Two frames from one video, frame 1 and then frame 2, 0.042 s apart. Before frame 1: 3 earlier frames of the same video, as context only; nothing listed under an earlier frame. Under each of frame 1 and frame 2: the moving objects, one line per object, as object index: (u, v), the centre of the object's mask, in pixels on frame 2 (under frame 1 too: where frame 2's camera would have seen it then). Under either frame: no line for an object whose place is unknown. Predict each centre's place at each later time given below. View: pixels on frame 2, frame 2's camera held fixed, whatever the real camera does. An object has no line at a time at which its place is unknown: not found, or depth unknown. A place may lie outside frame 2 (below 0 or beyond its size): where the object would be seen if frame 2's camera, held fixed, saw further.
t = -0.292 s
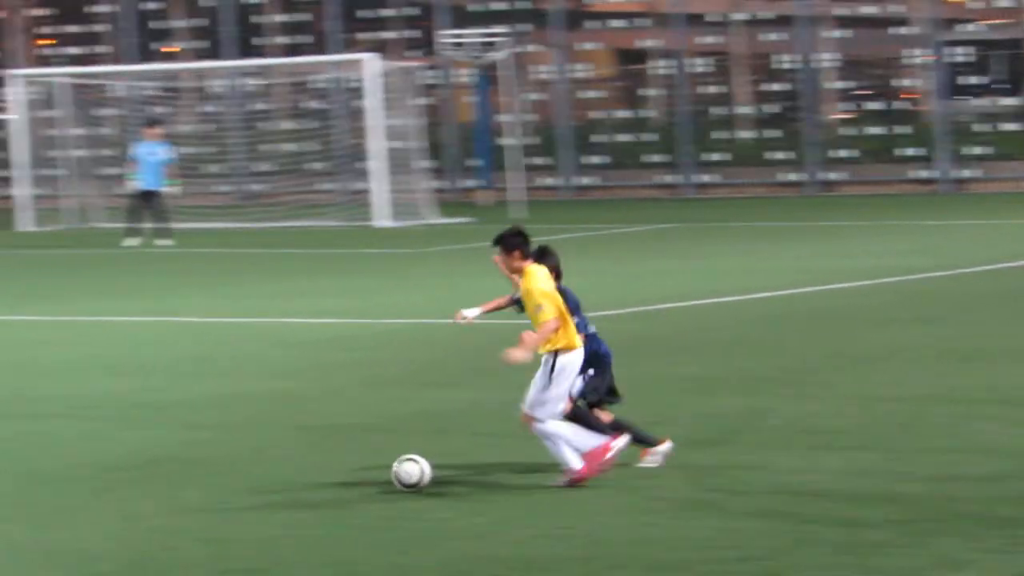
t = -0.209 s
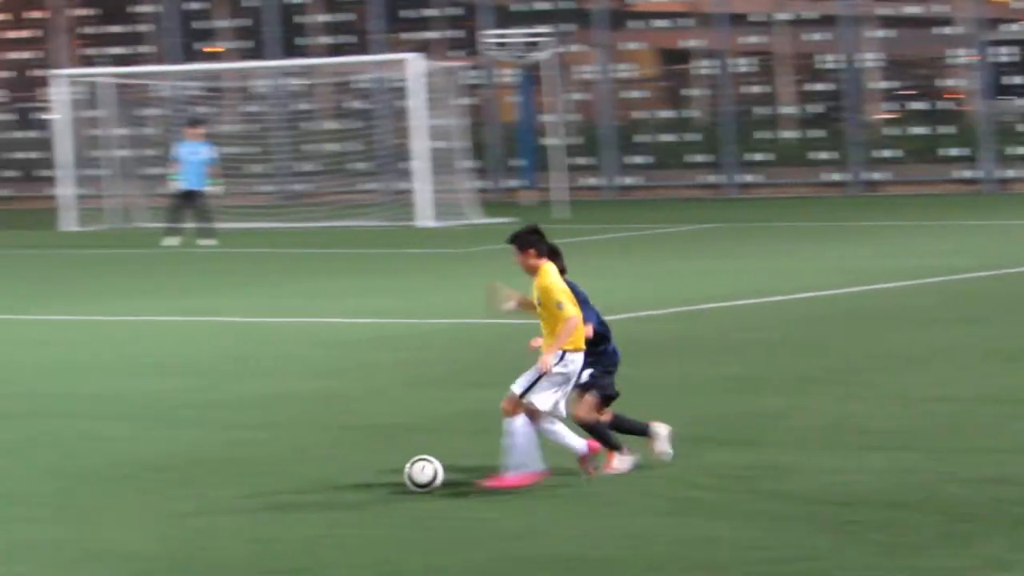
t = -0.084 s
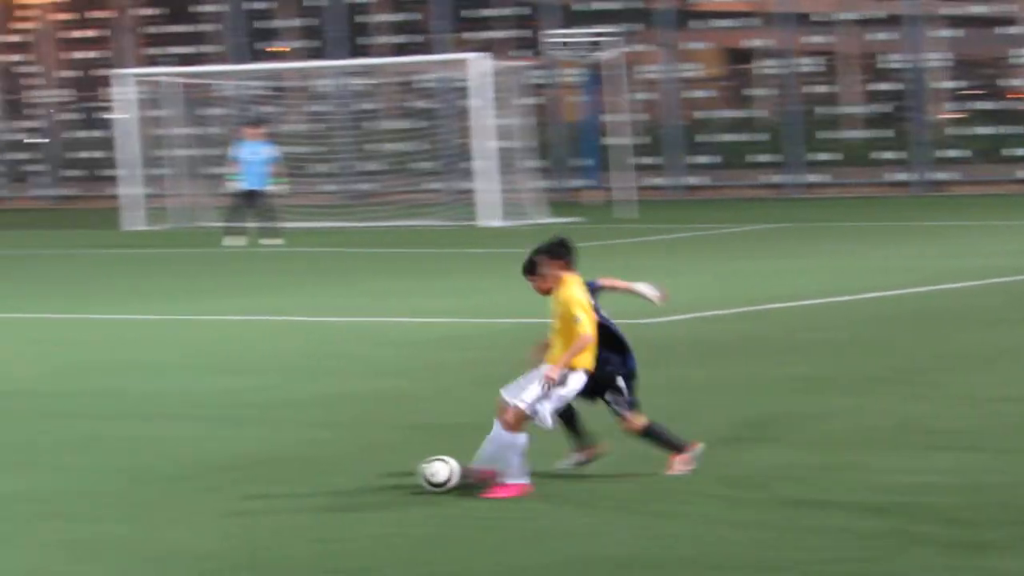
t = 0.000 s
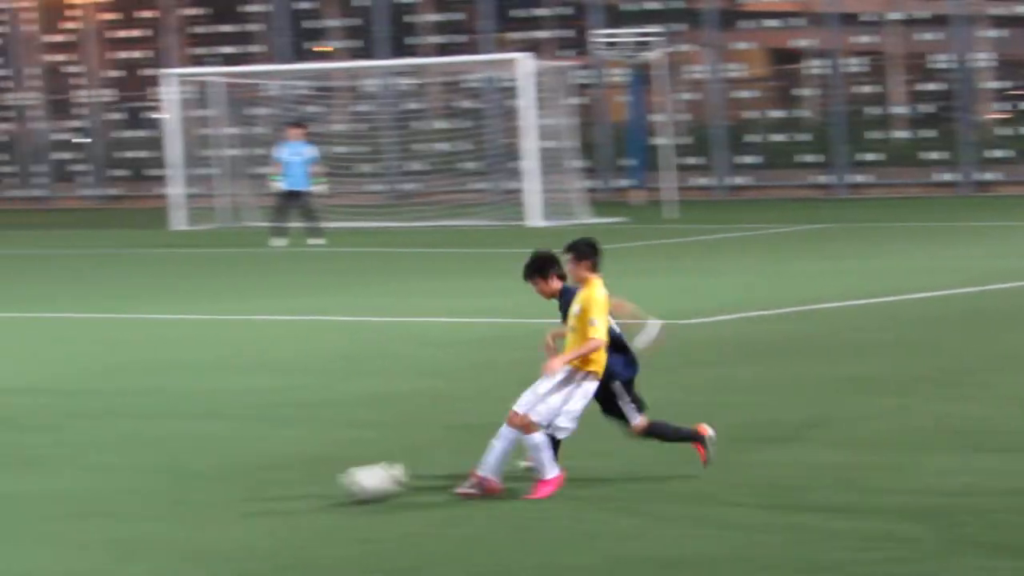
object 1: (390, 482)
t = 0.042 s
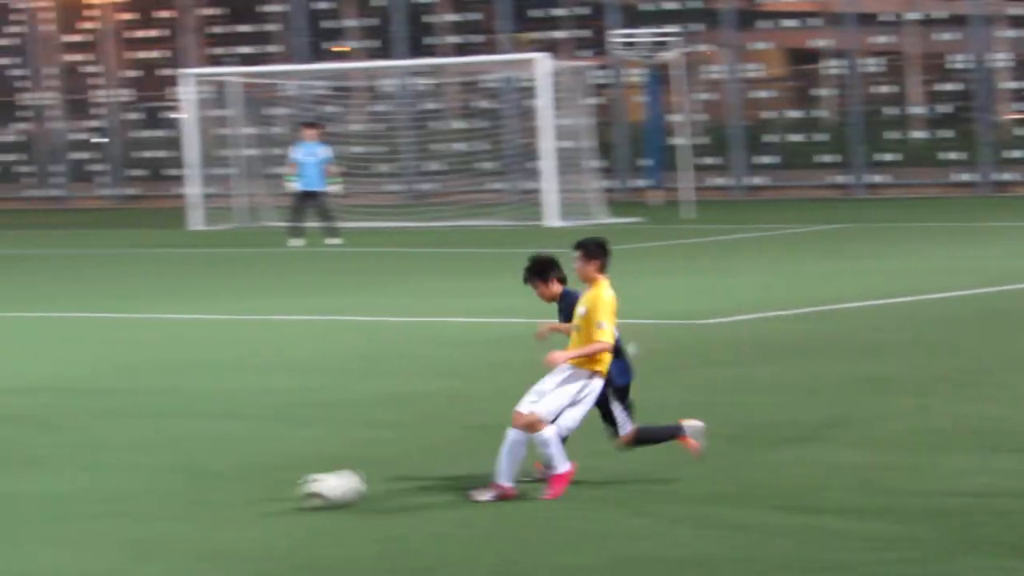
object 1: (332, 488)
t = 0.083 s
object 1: (276, 492)
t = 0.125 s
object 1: (217, 497)
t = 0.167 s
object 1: (160, 504)
